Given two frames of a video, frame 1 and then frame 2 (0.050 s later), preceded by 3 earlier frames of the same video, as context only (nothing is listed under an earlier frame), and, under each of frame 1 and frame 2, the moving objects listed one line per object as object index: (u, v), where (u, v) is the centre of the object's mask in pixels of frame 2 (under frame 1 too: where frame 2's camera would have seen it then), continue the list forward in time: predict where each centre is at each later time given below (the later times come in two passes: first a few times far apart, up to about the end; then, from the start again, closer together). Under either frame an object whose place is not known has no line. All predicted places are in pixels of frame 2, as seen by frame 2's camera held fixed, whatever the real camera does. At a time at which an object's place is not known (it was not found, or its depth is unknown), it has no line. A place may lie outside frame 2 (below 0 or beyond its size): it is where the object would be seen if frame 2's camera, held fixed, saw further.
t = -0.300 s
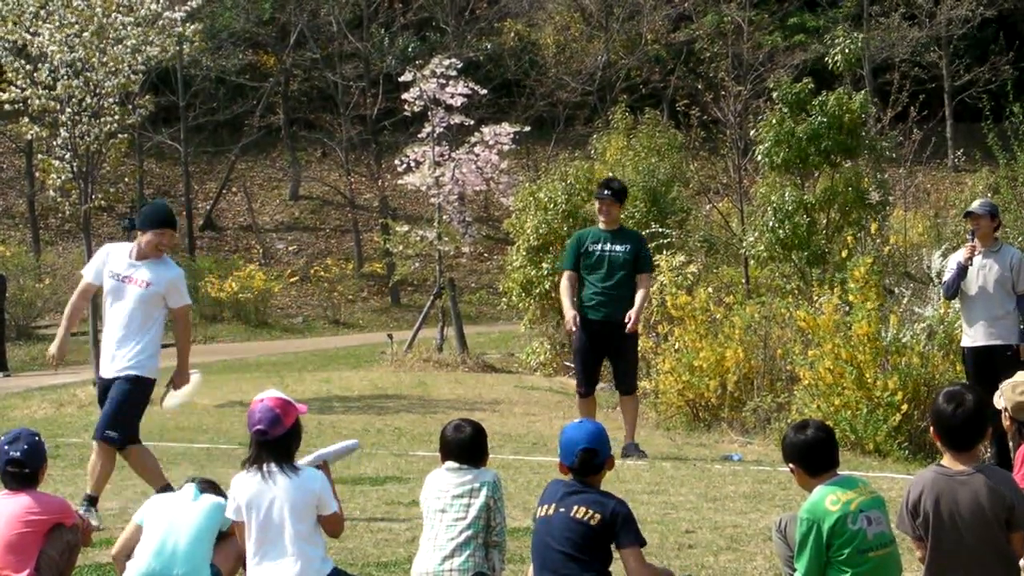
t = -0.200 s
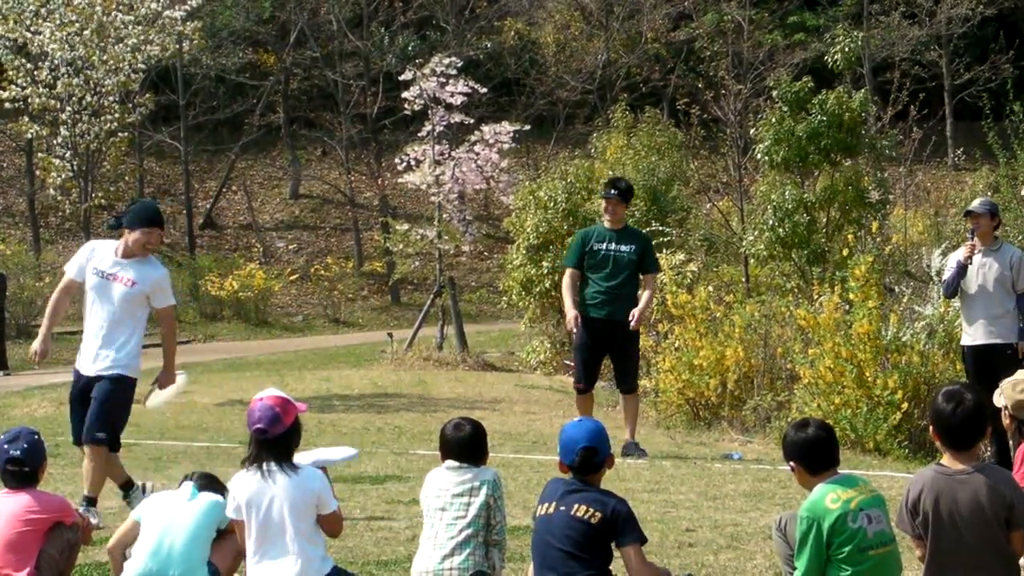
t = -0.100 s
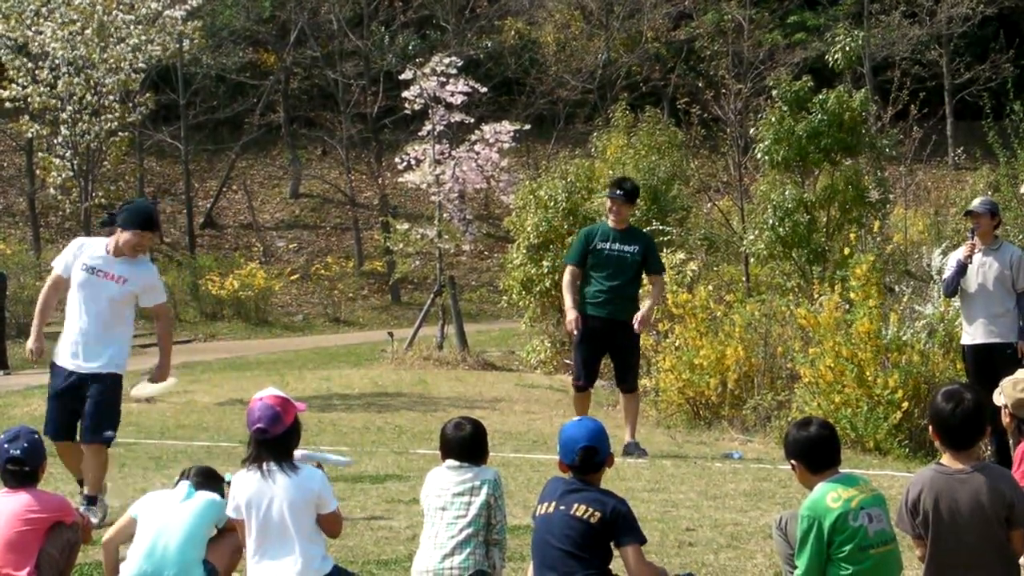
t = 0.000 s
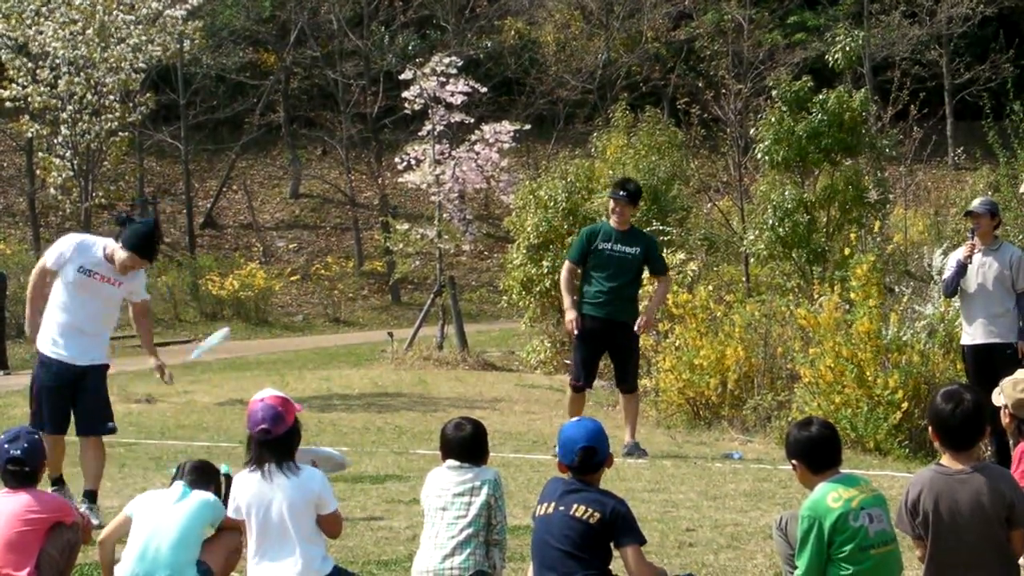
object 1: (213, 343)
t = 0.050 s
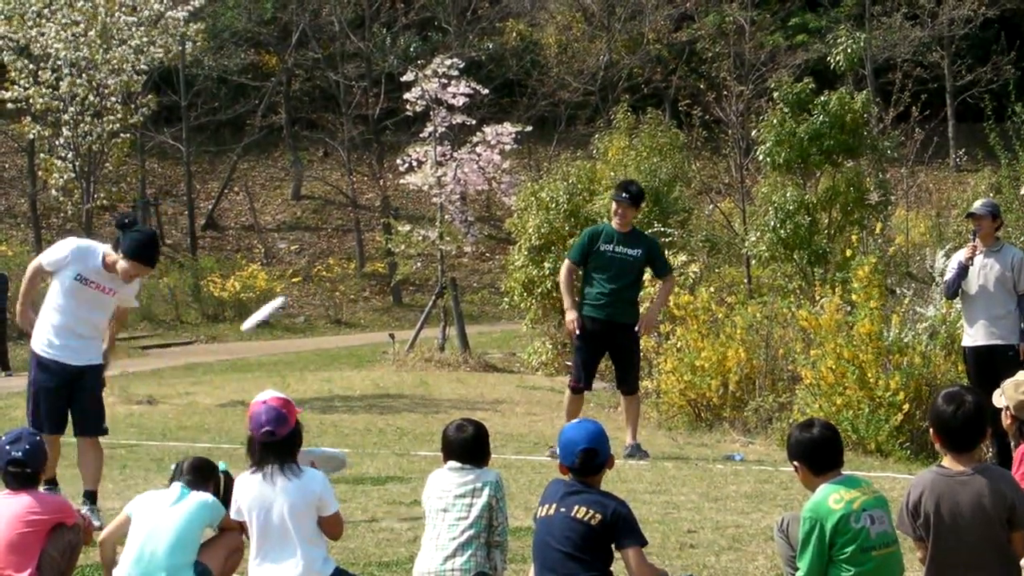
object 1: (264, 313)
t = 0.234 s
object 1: (457, 231)
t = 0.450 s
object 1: (656, 166)
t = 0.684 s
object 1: (839, 146)
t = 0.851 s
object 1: (954, 167)
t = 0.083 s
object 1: (299, 294)
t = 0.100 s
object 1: (316, 286)
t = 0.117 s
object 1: (334, 277)
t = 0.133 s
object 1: (352, 270)
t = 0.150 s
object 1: (370, 262)
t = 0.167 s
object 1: (387, 256)
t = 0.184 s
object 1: (404, 250)
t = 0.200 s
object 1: (422, 243)
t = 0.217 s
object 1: (439, 237)
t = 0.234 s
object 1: (457, 231)
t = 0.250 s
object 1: (473, 226)
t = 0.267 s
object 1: (490, 220)
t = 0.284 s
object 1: (506, 214)
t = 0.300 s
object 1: (522, 208)
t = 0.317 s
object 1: (539, 202)
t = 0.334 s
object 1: (554, 197)
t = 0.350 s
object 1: (570, 192)
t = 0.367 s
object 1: (582, 188)
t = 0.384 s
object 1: (598, 183)
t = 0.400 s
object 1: (613, 178)
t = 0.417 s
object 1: (627, 174)
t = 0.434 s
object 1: (642, 170)
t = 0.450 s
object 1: (656, 166)
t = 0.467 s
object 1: (670, 163)
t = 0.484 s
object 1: (683, 161)
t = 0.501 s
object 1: (697, 158)
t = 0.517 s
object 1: (711, 155)
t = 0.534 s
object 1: (726, 153)
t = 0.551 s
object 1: (739, 152)
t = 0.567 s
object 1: (751, 150)
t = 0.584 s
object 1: (764, 149)
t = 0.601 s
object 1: (777, 147)
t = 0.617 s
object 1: (790, 147)
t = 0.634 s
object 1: (803, 146)
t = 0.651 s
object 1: (815, 146)
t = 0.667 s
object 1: (828, 146)
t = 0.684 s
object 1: (839, 146)
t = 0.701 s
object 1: (852, 147)
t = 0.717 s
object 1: (863, 148)
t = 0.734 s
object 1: (874, 149)
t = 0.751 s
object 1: (886, 151)
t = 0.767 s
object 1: (898, 153)
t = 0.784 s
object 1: (909, 156)
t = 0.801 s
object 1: (921, 157)
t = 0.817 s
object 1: (932, 160)
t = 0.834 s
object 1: (943, 163)
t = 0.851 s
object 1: (954, 167)
